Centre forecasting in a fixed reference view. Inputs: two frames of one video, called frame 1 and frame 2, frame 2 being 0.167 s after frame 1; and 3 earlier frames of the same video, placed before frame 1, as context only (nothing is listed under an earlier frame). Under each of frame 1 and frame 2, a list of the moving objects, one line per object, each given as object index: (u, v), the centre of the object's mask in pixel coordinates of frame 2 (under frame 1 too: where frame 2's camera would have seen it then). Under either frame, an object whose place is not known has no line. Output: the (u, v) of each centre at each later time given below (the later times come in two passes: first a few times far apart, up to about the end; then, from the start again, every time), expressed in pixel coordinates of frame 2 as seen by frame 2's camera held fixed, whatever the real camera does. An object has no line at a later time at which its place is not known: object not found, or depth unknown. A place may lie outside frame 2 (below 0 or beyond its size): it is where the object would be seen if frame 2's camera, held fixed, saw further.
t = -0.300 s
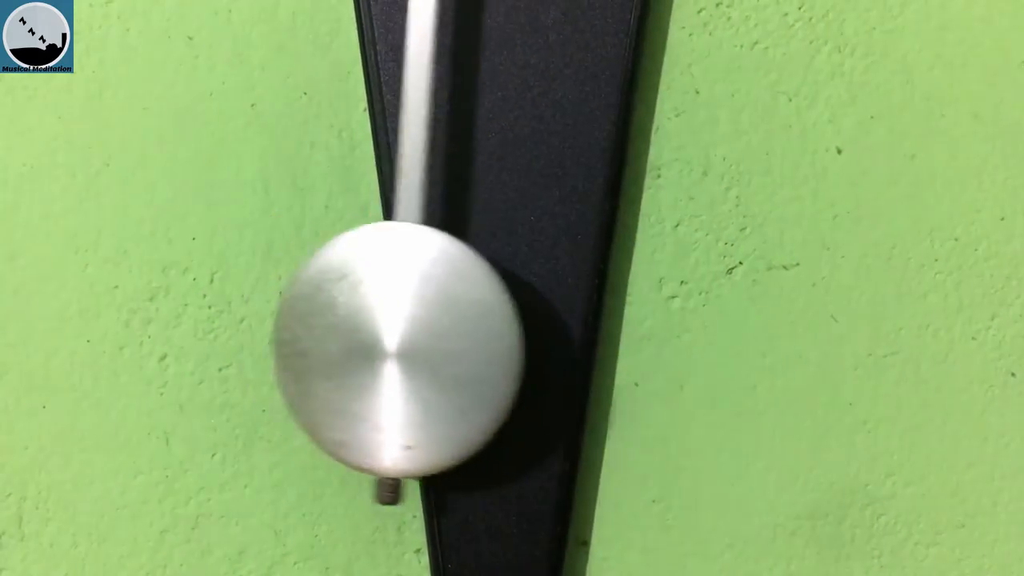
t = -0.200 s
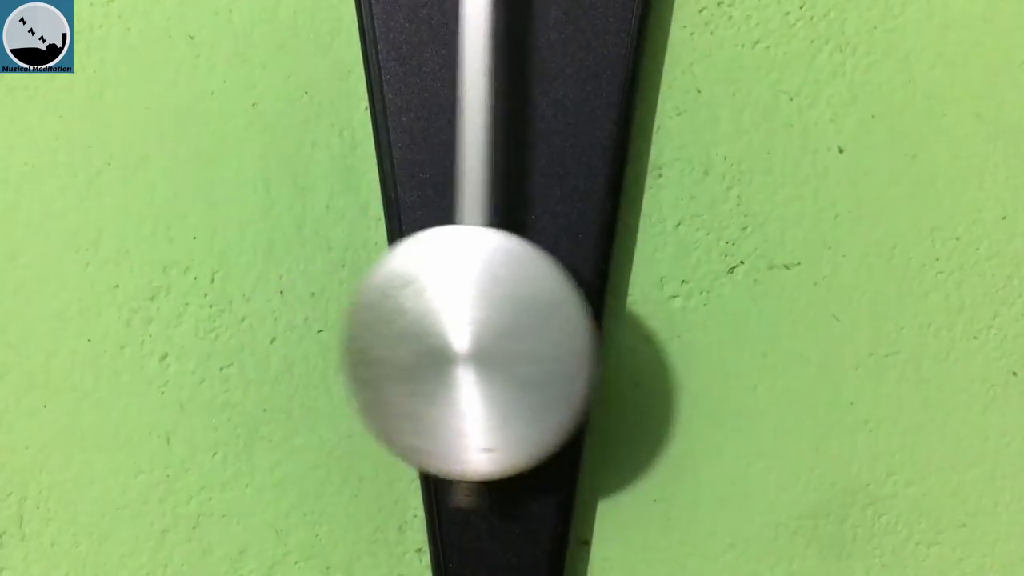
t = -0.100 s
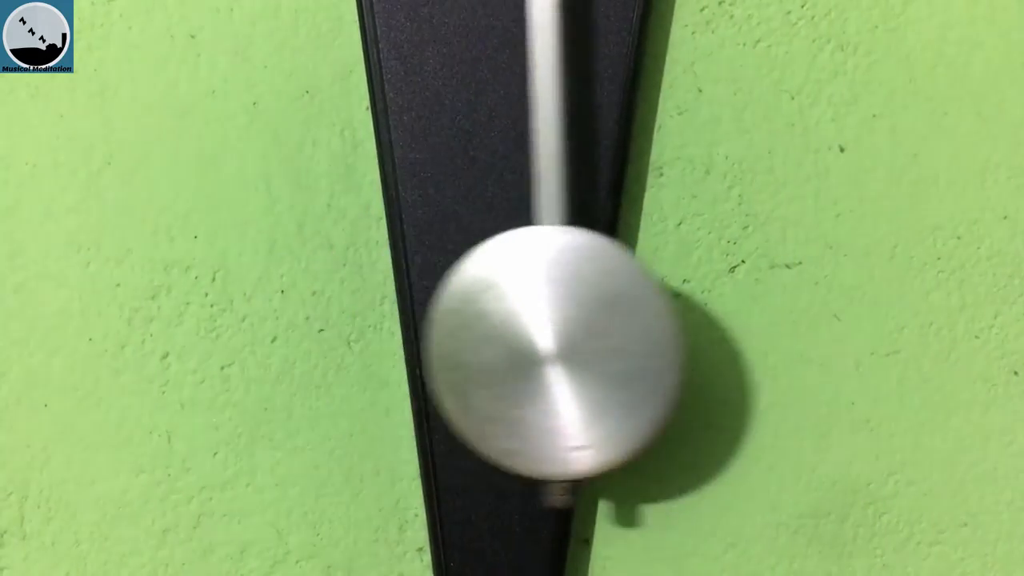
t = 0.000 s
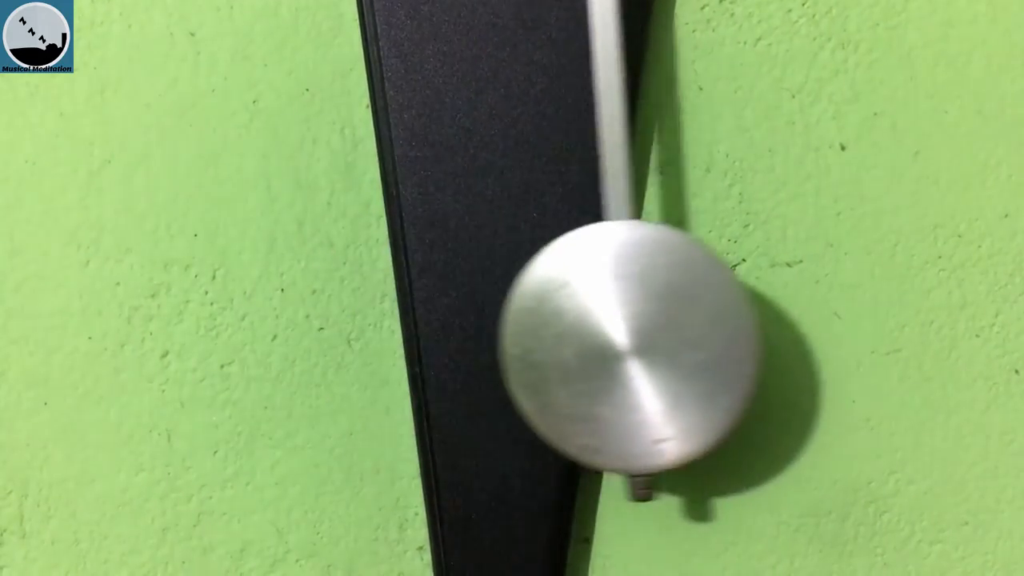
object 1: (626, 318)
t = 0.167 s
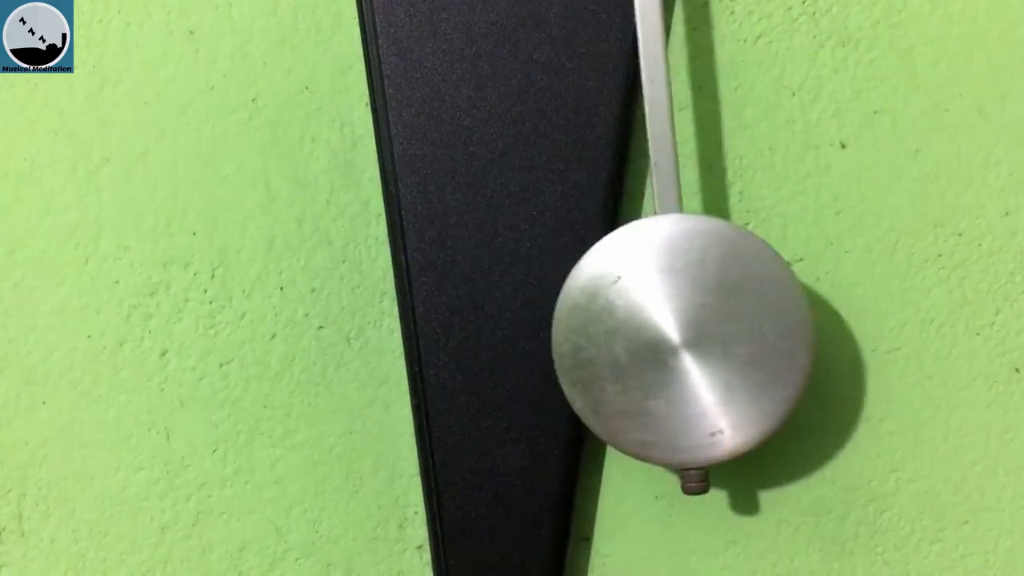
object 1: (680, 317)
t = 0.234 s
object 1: (667, 318)
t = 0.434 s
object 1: (537, 320)
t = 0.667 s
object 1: (381, 319)
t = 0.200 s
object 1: (676, 318)
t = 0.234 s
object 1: (667, 318)
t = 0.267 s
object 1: (653, 318)
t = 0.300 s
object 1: (635, 317)
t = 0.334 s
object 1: (614, 318)
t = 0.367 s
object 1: (589, 318)
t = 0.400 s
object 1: (564, 318)
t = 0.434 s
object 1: (537, 320)
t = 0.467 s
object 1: (512, 319)
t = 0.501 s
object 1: (486, 319)
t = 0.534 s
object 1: (460, 319)
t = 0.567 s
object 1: (435, 318)
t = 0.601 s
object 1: (414, 318)
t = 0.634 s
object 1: (395, 319)
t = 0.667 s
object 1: (381, 319)
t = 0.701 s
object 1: (371, 319)
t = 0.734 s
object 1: (367, 319)
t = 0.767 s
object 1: (367, 320)
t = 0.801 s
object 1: (373, 320)
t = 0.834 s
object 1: (383, 320)
